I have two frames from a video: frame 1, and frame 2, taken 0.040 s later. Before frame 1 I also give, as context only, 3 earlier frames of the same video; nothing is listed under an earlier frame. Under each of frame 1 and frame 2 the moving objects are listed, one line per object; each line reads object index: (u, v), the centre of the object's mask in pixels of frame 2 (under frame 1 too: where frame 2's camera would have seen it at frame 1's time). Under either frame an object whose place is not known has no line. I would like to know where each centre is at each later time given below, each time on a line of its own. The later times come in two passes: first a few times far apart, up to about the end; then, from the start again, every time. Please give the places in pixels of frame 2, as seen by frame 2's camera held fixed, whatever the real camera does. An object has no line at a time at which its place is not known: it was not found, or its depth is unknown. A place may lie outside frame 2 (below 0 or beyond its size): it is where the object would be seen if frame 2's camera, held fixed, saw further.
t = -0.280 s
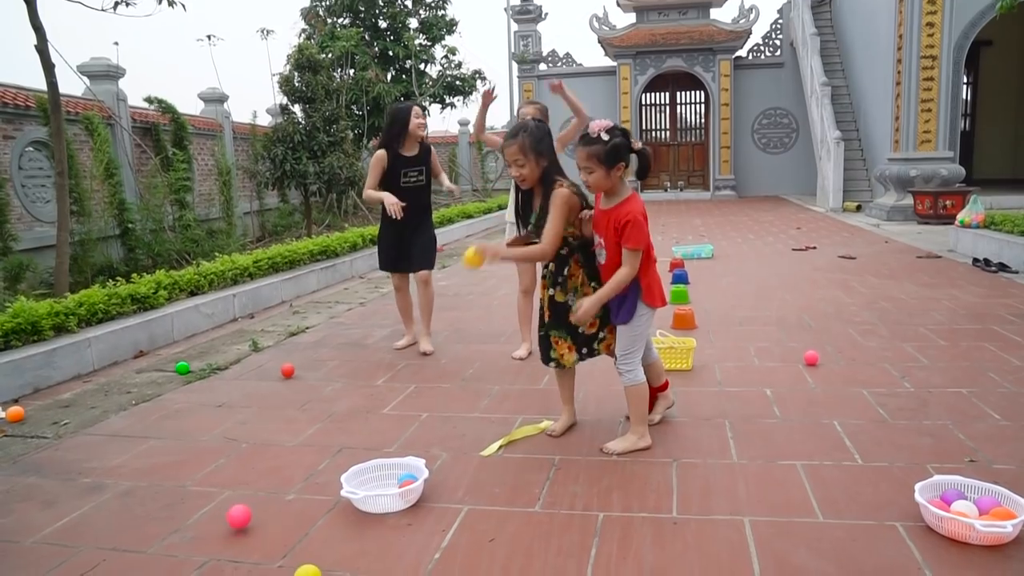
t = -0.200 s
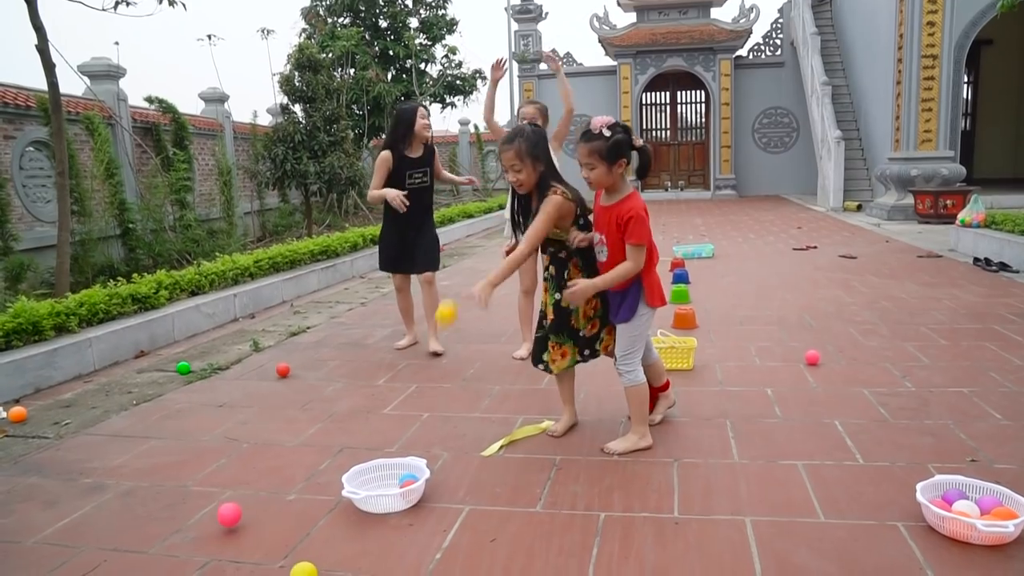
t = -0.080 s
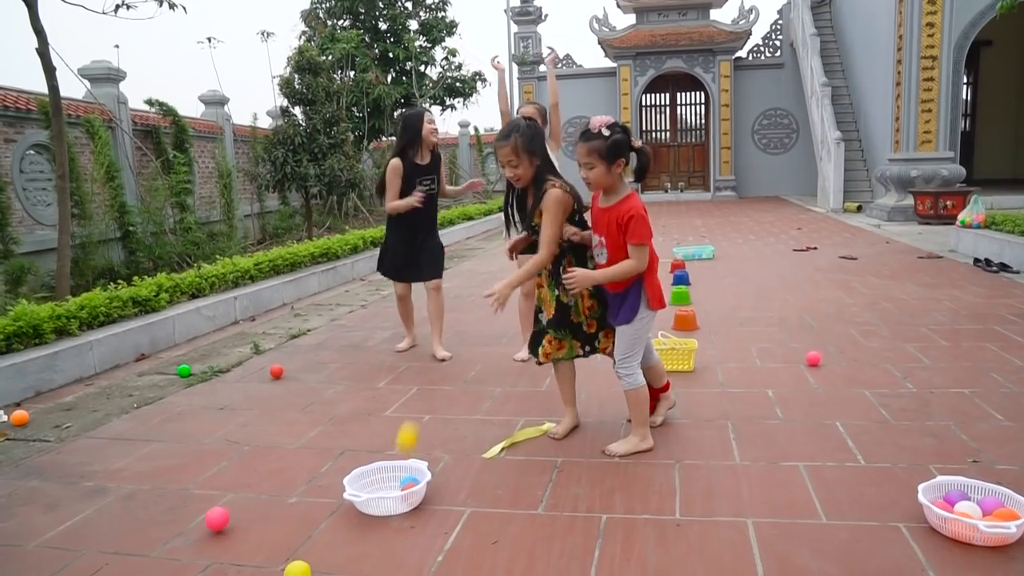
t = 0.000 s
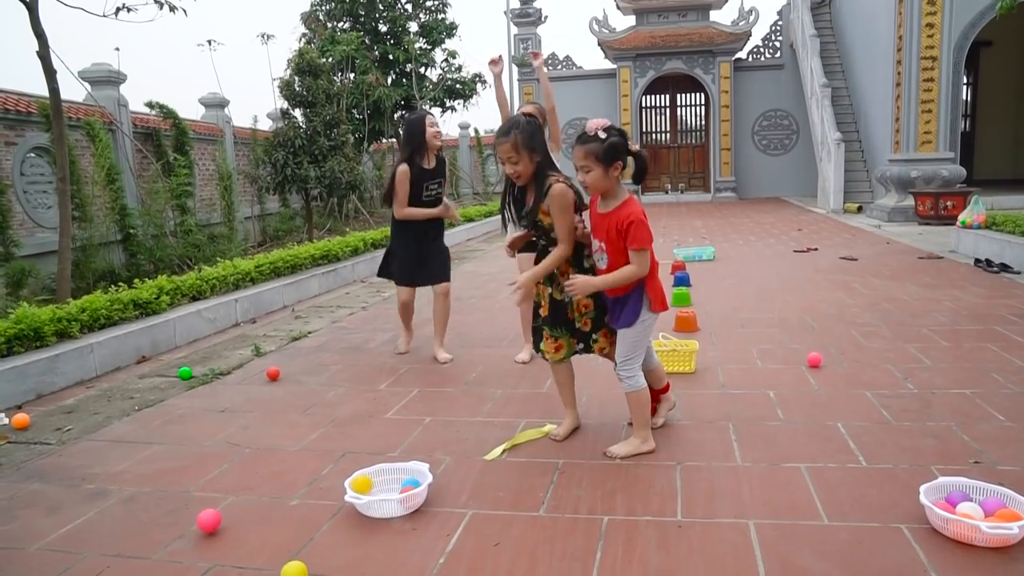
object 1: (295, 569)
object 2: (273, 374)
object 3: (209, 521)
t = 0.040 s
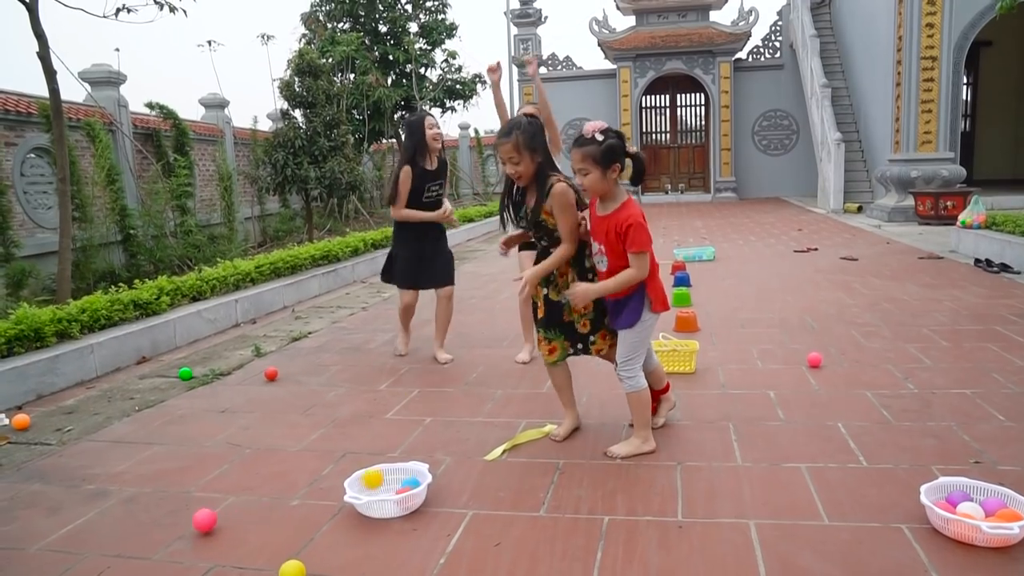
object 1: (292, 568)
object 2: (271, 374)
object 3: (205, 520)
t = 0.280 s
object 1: (277, 565)
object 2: (256, 371)
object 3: (176, 517)
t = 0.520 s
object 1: (262, 559)
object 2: (243, 370)
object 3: (153, 512)
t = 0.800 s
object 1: (243, 553)
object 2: (230, 369)
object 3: (131, 503)
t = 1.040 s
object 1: (228, 549)
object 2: (233, 369)
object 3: (120, 497)
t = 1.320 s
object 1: (207, 546)
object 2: (234, 369)
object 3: (109, 488)
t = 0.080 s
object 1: (290, 568)
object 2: (268, 373)
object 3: (200, 521)
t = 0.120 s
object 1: (288, 568)
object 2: (266, 373)
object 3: (195, 520)
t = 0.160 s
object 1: (285, 567)
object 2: (263, 373)
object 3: (190, 519)
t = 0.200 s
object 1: (282, 566)
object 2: (261, 373)
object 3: (185, 518)
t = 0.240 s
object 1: (280, 566)
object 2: (258, 372)
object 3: (180, 517)
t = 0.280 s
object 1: (277, 565)
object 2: (256, 371)
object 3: (176, 517)
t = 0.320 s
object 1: (274, 564)
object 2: (253, 371)
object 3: (172, 516)
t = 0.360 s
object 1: (272, 563)
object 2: (251, 370)
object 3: (168, 515)
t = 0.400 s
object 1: (269, 562)
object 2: (250, 370)
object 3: (164, 515)
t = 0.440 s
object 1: (267, 561)
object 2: (247, 370)
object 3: (161, 514)
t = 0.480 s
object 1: (264, 560)
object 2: (245, 370)
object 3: (157, 513)
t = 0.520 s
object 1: (262, 559)
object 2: (243, 370)
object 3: (153, 512)
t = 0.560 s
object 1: (260, 558)
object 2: (241, 370)
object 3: (150, 511)
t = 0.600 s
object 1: (257, 557)
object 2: (239, 370)
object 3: (146, 509)
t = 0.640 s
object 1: (254, 556)
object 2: (237, 369)
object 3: (143, 508)
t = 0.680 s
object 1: (252, 555)
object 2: (234, 369)
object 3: (140, 507)
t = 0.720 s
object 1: (249, 554)
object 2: (232, 369)
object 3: (136, 505)
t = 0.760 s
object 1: (246, 554)
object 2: (230, 369)
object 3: (134, 504)
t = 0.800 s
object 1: (243, 553)
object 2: (230, 369)
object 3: (131, 503)
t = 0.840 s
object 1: (241, 552)
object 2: (230, 368)
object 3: (129, 502)
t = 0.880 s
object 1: (238, 552)
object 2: (230, 369)
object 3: (127, 502)
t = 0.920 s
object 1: (236, 551)
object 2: (231, 369)
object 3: (125, 501)
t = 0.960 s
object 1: (233, 550)
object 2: (232, 369)
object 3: (124, 499)
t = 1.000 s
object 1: (231, 550)
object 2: (233, 369)
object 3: (121, 498)
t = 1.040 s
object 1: (228, 549)
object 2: (233, 369)
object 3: (120, 497)
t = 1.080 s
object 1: (225, 548)
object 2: (234, 369)
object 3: (118, 496)
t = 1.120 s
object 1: (223, 548)
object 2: (234, 369)
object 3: (116, 495)
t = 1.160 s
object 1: (220, 547)
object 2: (235, 369)
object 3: (114, 493)
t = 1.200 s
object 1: (217, 547)
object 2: (234, 369)
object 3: (113, 492)
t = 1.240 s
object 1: (213, 547)
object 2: (234, 369)
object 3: (111, 491)
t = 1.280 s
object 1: (210, 546)
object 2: (234, 369)
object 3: (110, 489)
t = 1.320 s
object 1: (207, 546)
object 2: (234, 369)
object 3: (109, 488)
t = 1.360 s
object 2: (234, 369)
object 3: (108, 487)
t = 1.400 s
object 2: (233, 369)
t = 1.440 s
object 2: (233, 369)
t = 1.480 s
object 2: (232, 369)
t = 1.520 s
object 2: (232, 369)
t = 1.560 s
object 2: (232, 369)
